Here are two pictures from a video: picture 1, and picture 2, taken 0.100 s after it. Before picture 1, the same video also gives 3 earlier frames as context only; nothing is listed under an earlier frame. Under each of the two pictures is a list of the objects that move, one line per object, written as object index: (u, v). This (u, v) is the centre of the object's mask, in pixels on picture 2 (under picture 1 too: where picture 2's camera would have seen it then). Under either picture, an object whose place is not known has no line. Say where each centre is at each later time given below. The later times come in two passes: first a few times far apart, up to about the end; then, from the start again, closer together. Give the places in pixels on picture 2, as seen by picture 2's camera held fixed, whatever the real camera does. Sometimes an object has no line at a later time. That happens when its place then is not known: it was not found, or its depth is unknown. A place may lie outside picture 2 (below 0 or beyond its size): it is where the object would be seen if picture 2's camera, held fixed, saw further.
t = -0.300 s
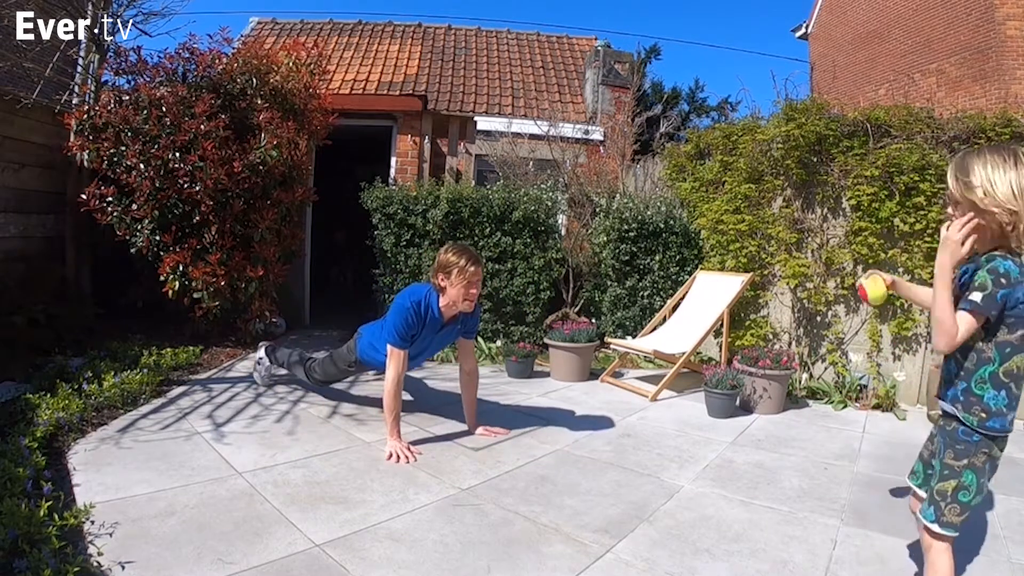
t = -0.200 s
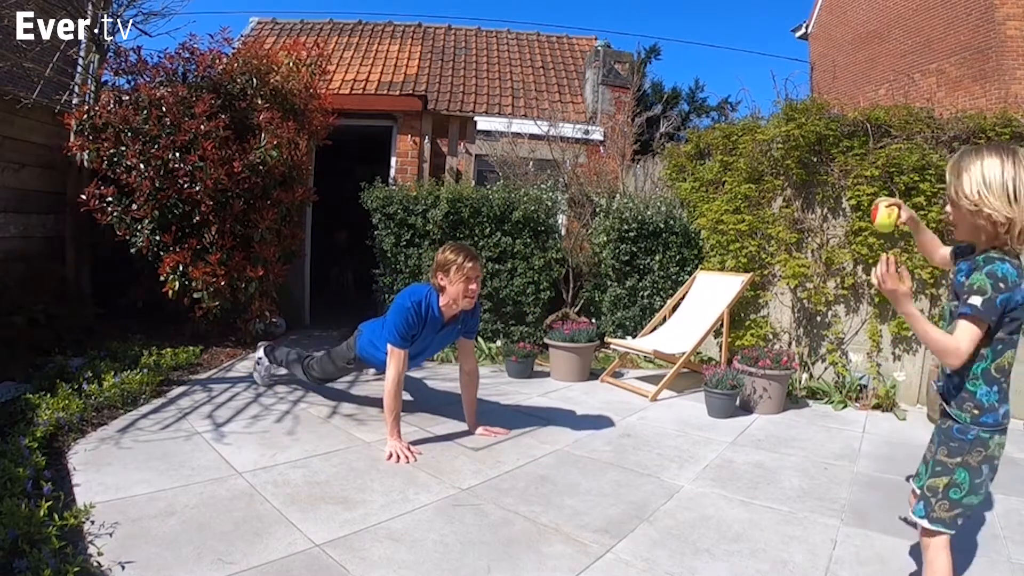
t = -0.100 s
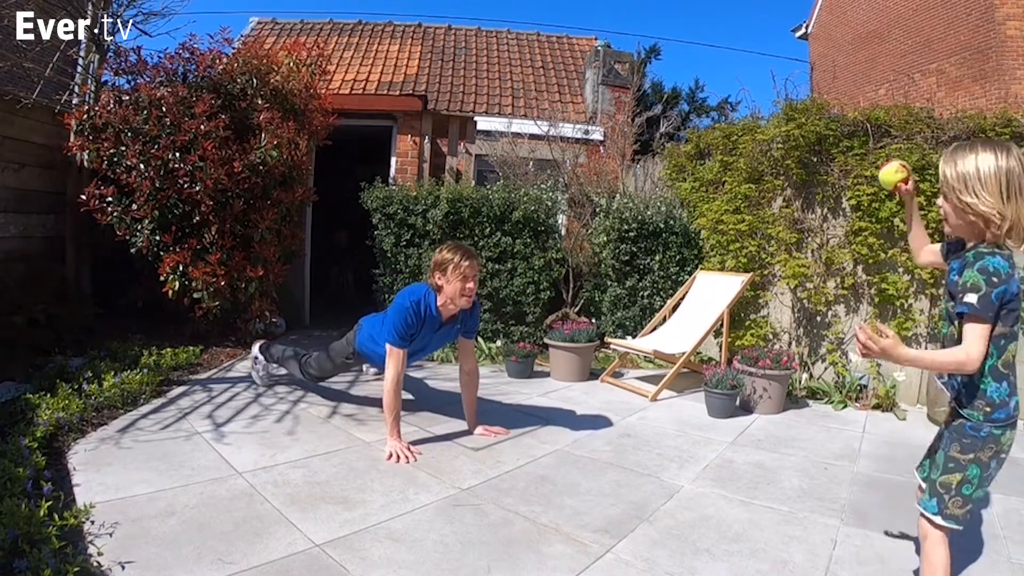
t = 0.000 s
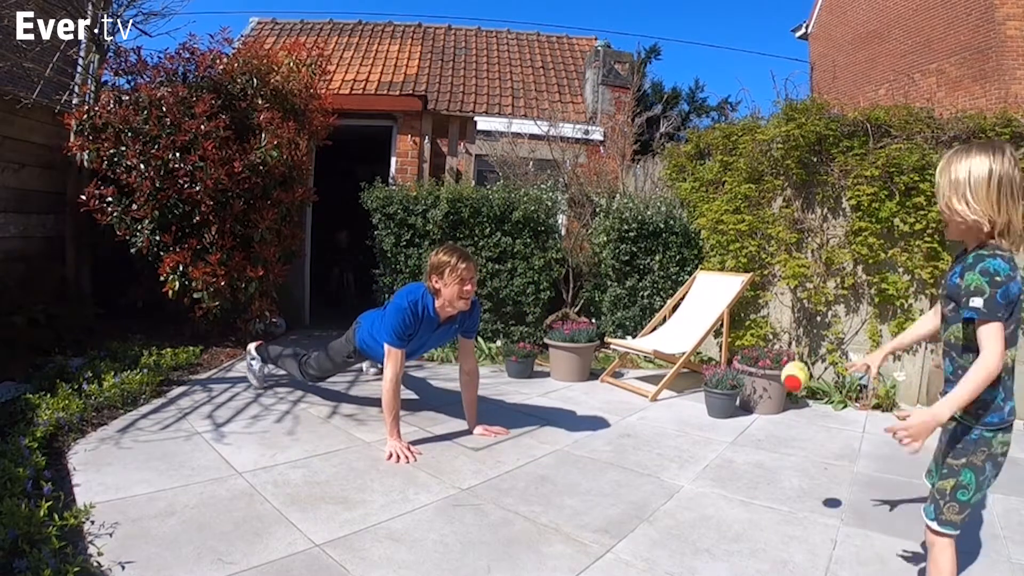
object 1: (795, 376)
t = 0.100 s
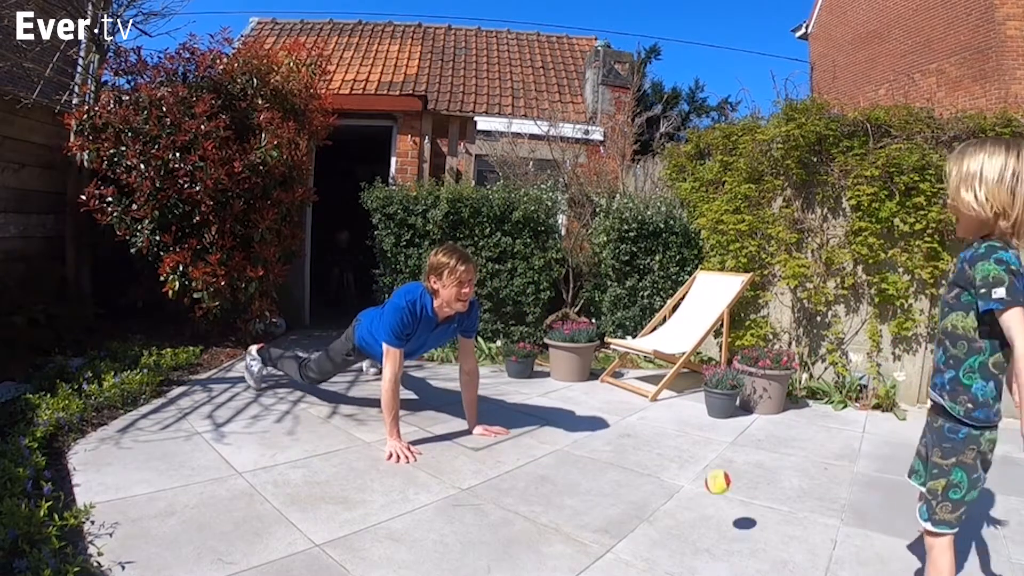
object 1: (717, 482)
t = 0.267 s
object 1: (696, 222)
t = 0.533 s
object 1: (631, 33)
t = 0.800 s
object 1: (571, 67)
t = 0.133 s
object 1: (716, 425)
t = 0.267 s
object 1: (696, 222)
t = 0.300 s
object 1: (689, 182)
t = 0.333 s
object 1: (679, 147)
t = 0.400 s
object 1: (664, 93)
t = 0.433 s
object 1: (655, 72)
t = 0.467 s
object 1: (647, 55)
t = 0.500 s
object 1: (639, 42)
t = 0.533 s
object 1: (631, 33)
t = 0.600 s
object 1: (615, 24)
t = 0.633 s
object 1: (608, 24)
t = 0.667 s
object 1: (600, 27)
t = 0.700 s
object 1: (593, 32)
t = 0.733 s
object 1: (586, 41)
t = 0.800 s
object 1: (571, 67)
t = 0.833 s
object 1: (563, 84)
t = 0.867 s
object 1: (556, 104)
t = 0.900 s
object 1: (550, 127)
